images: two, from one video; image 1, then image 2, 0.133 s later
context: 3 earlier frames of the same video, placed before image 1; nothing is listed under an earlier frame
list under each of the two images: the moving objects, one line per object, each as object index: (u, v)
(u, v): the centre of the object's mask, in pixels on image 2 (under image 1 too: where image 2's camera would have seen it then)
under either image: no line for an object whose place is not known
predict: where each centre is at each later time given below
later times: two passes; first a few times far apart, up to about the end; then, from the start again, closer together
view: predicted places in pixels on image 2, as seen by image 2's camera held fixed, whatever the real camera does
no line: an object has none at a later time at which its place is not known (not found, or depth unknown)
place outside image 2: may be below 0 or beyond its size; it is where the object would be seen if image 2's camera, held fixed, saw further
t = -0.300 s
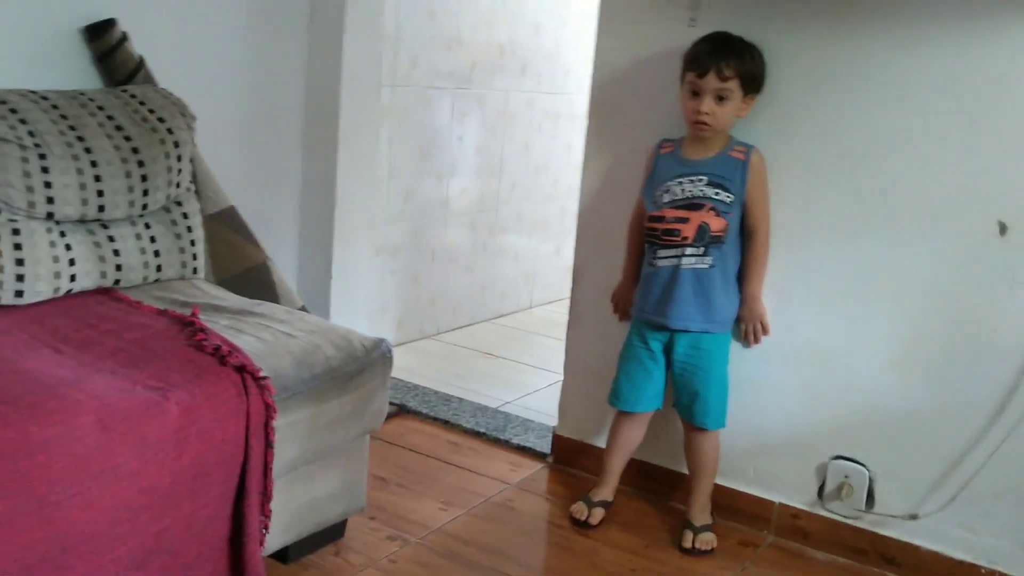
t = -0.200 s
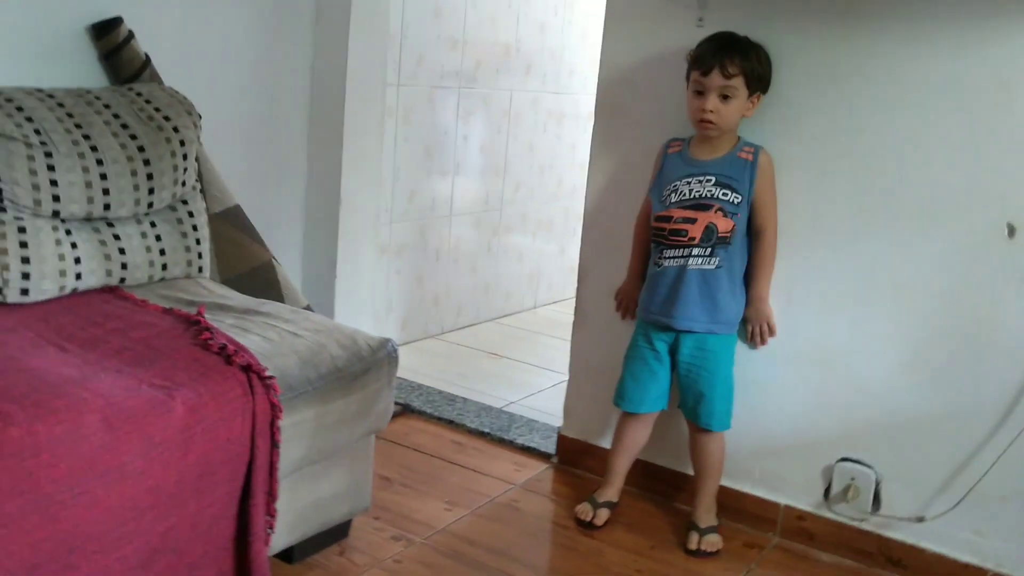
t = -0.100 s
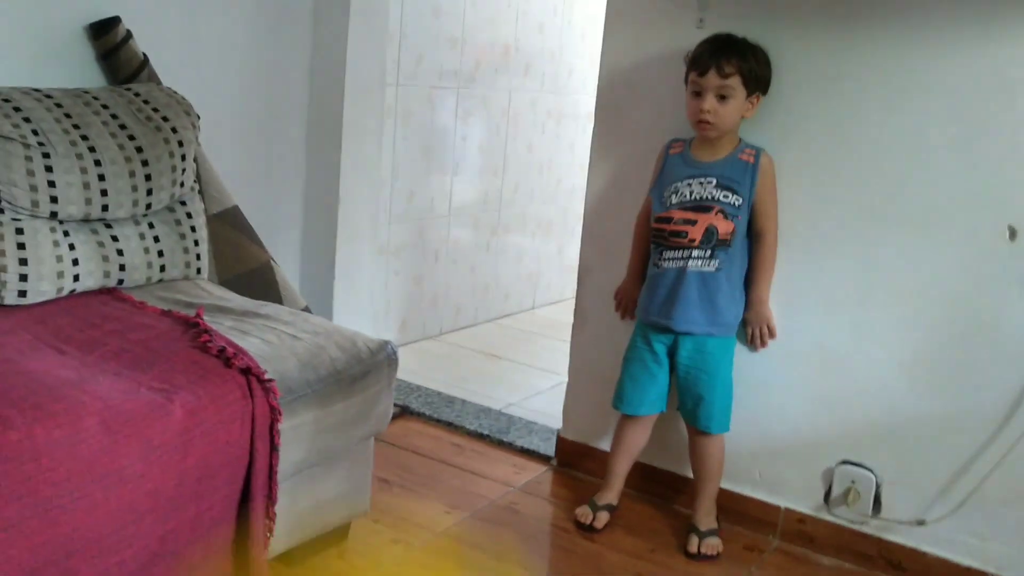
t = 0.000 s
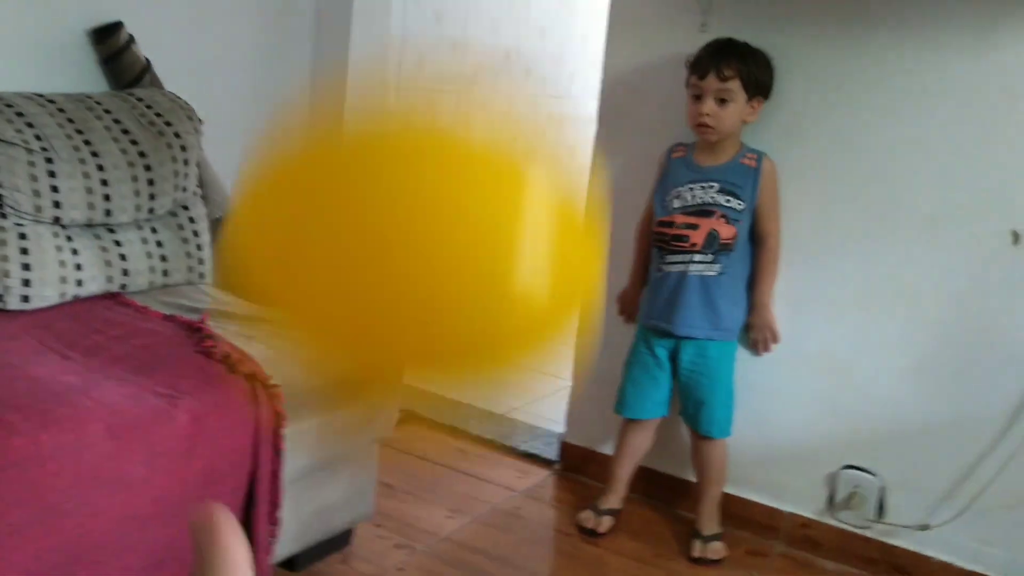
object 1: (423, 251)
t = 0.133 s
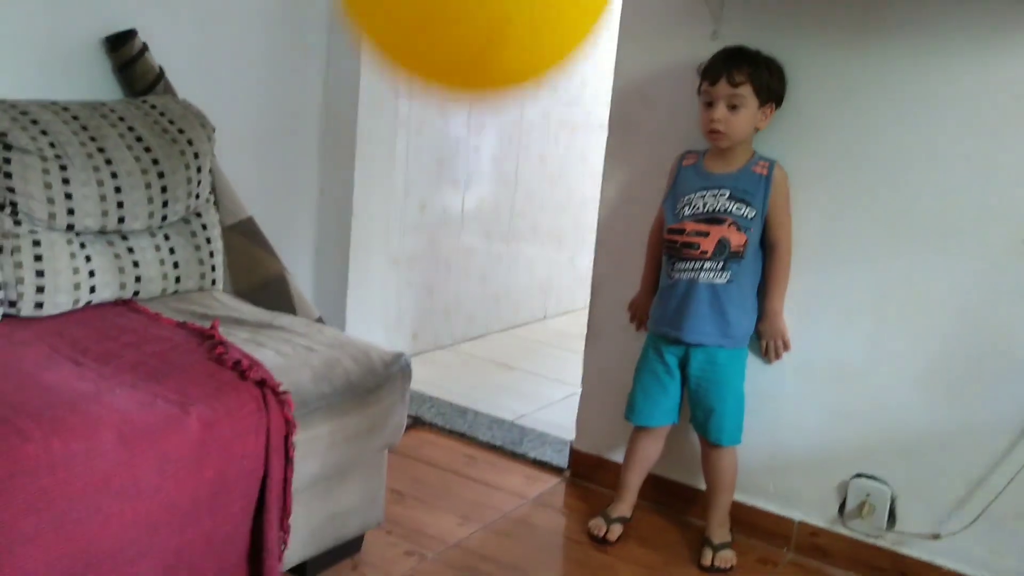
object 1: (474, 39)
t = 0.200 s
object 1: (490, 17)
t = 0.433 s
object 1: (505, 106)
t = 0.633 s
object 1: (486, 457)
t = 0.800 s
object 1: (480, 457)
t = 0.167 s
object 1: (483, 25)
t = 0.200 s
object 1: (490, 17)
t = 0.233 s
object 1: (494, 14)
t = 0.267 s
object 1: (497, 15)
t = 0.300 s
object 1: (499, 20)
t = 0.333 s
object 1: (501, 31)
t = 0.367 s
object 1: (502, 45)
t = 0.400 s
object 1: (505, 68)
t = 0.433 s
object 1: (505, 106)
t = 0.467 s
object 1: (504, 159)
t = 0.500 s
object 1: (501, 216)
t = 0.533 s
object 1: (499, 267)
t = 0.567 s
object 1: (496, 325)
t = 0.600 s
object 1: (492, 393)
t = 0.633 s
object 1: (486, 457)
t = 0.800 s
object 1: (480, 457)
